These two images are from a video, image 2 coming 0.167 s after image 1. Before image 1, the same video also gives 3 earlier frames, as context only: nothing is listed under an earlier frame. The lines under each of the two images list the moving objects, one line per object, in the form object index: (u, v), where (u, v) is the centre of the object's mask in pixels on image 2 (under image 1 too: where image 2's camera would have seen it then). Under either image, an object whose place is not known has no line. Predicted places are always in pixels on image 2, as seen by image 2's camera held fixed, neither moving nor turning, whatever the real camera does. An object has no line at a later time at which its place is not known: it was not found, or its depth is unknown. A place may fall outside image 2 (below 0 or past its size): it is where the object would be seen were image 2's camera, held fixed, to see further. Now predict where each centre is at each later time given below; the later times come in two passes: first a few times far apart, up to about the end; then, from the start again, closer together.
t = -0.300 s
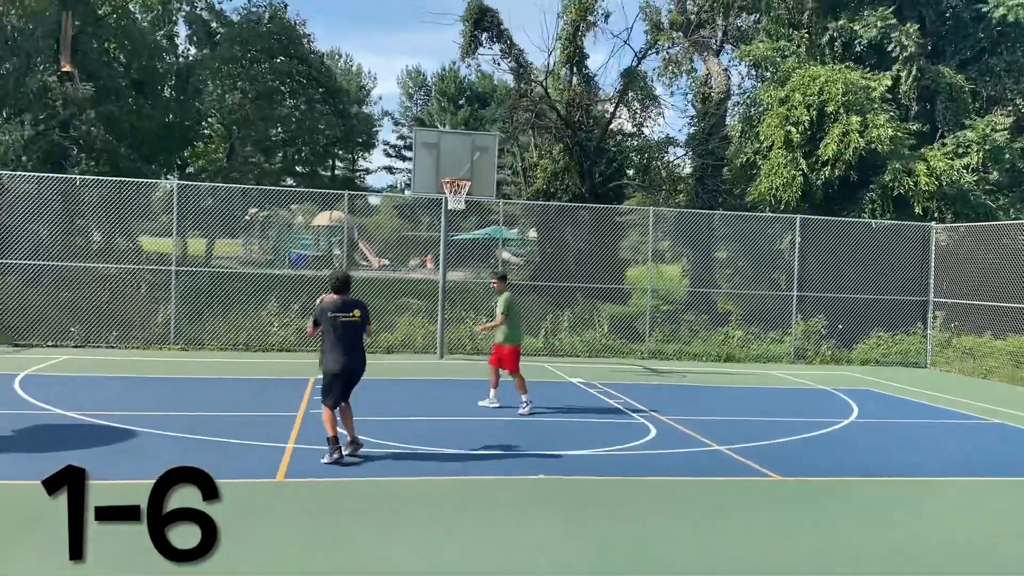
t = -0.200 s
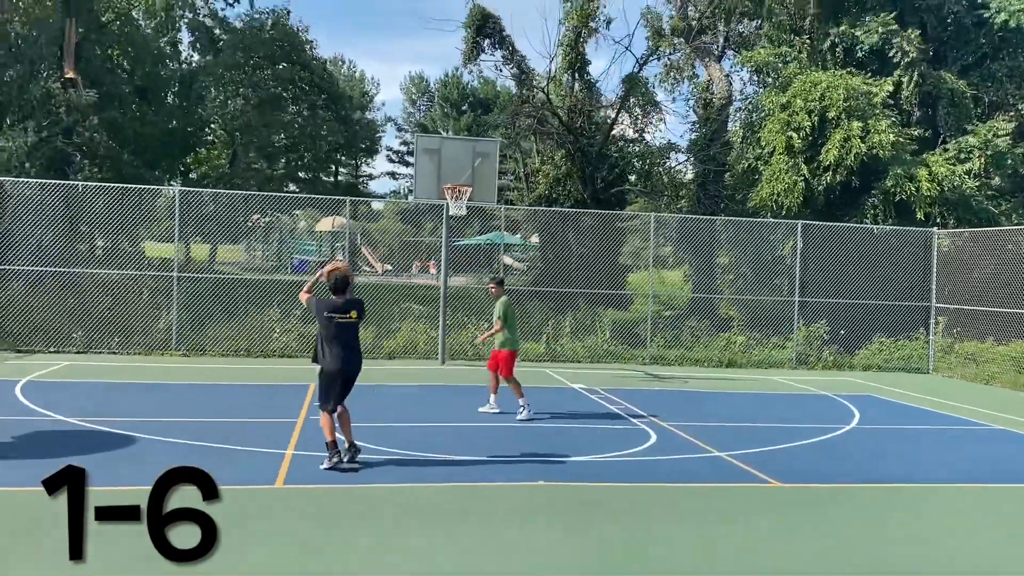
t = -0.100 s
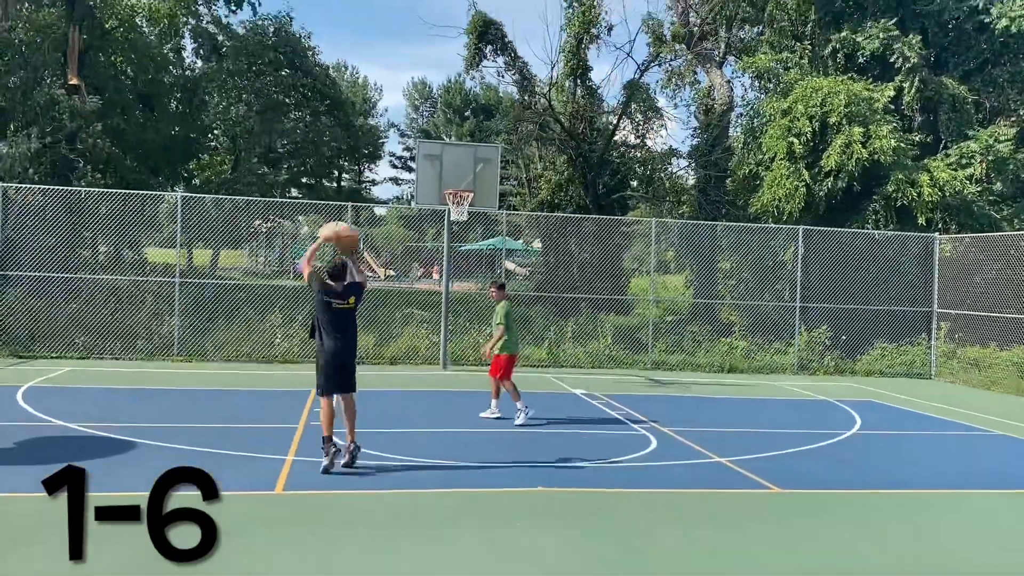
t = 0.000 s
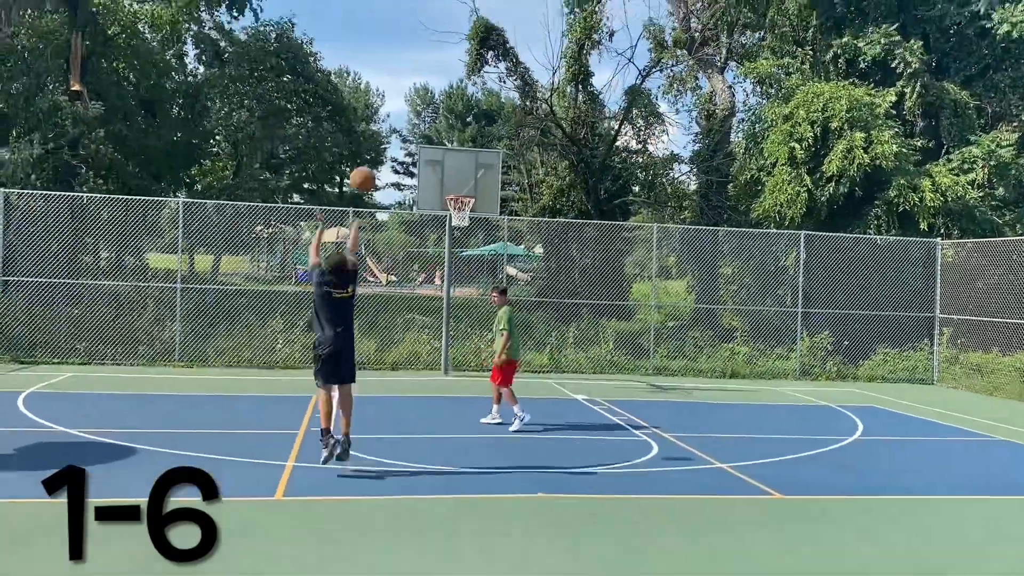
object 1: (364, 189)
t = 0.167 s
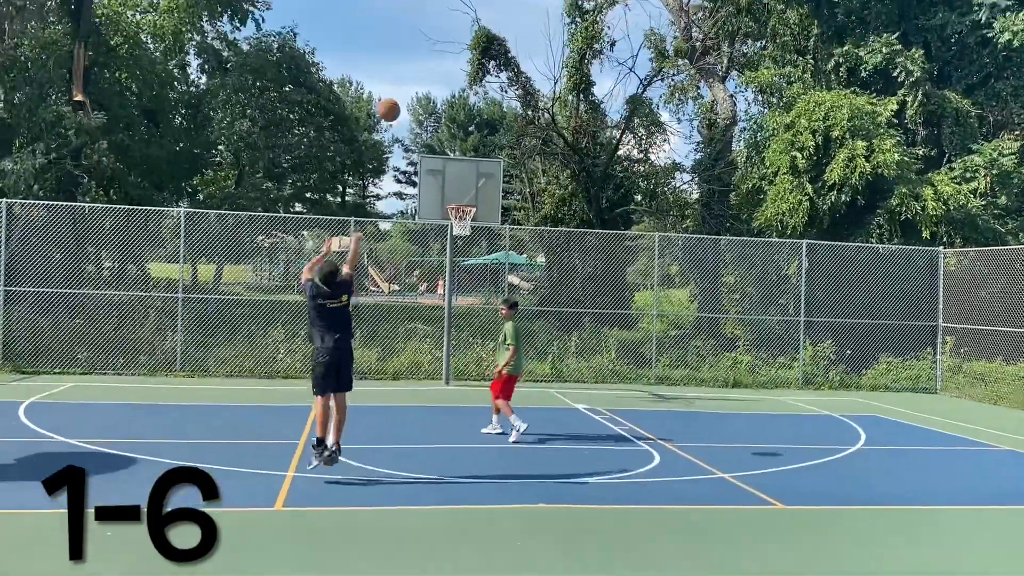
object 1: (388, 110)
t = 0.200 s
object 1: (393, 99)
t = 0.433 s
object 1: (419, 58)
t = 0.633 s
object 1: (437, 61)
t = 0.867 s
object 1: (454, 99)
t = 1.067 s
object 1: (465, 151)
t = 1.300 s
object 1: (485, 193)
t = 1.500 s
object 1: (521, 174)
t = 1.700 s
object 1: (555, 182)
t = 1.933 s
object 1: (595, 216)
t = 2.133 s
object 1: (629, 269)
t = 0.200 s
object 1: (393, 99)
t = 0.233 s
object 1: (397, 89)
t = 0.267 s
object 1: (401, 81)
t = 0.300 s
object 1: (405, 74)
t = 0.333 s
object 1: (408, 68)
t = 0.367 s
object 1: (412, 64)
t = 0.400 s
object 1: (416, 60)
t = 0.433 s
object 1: (419, 58)
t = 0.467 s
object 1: (422, 56)
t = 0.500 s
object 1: (425, 55)
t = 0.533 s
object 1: (428, 56)
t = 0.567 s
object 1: (431, 57)
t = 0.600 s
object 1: (434, 58)
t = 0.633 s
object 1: (437, 61)
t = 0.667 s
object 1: (440, 65)
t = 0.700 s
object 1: (442, 69)
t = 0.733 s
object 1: (444, 73)
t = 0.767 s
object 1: (447, 79)
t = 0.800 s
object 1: (449, 85)
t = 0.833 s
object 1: (452, 92)
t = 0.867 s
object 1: (454, 99)
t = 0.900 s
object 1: (455, 107)
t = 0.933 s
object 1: (456, 114)
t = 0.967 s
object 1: (457, 123)
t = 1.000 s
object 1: (460, 133)
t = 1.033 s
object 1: (463, 141)
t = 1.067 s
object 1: (465, 151)
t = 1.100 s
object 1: (465, 162)
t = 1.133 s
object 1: (467, 173)
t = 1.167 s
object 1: (470, 185)
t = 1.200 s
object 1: (471, 197)
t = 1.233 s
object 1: (473, 202)
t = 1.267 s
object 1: (479, 198)
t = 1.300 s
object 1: (485, 193)
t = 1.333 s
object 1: (492, 189)
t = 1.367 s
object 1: (497, 185)
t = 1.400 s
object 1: (504, 182)
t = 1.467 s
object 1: (515, 177)
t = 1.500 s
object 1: (521, 174)
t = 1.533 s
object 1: (528, 175)
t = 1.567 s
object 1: (534, 175)
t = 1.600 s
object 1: (541, 175)
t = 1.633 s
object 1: (546, 179)
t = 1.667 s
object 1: (552, 180)
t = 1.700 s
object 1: (555, 182)
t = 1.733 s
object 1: (563, 186)
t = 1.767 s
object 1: (570, 190)
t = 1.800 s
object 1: (575, 194)
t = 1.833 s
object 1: (581, 200)
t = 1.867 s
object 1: (587, 206)
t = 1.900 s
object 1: (589, 209)
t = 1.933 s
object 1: (595, 216)
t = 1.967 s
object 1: (601, 223)
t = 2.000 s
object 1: (607, 231)
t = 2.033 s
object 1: (611, 241)
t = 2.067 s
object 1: (617, 249)
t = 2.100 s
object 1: (623, 259)
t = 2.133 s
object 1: (629, 269)
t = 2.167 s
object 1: (634, 281)
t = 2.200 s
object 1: (639, 292)
